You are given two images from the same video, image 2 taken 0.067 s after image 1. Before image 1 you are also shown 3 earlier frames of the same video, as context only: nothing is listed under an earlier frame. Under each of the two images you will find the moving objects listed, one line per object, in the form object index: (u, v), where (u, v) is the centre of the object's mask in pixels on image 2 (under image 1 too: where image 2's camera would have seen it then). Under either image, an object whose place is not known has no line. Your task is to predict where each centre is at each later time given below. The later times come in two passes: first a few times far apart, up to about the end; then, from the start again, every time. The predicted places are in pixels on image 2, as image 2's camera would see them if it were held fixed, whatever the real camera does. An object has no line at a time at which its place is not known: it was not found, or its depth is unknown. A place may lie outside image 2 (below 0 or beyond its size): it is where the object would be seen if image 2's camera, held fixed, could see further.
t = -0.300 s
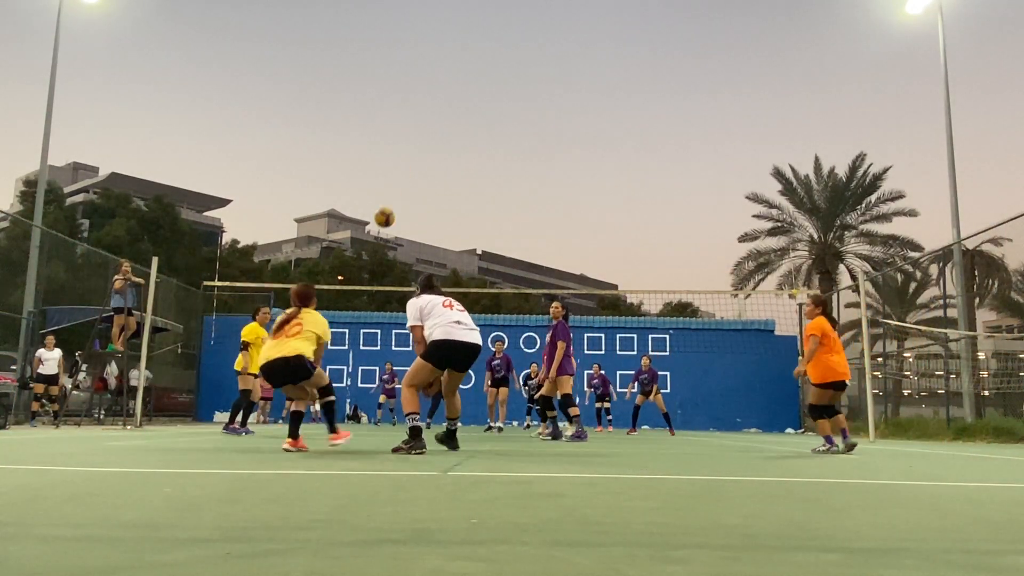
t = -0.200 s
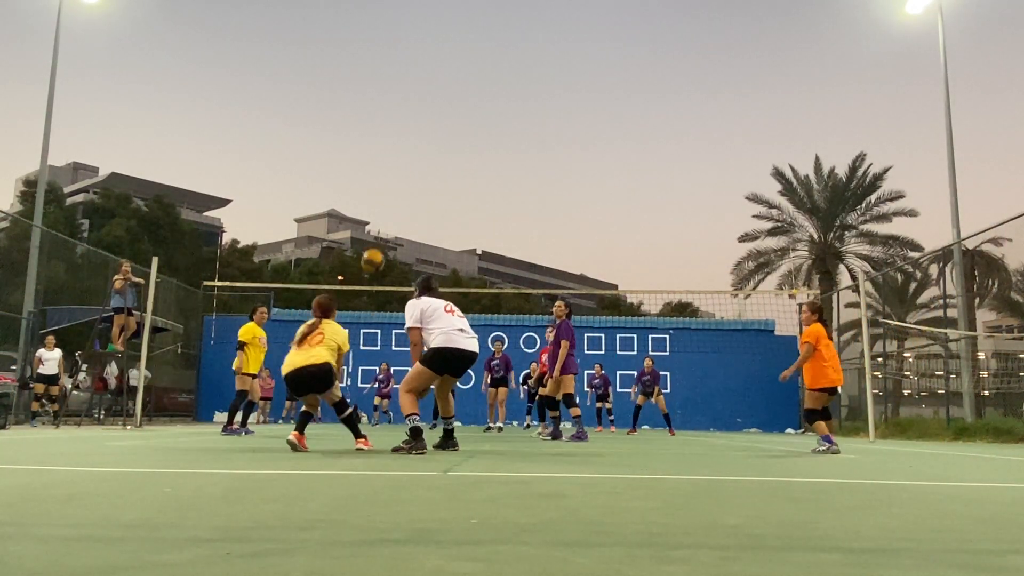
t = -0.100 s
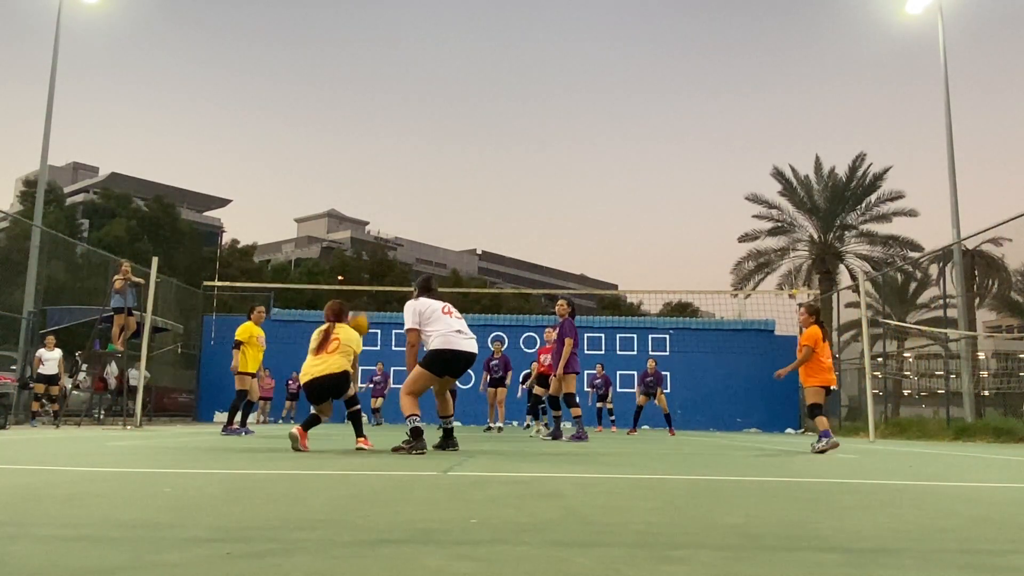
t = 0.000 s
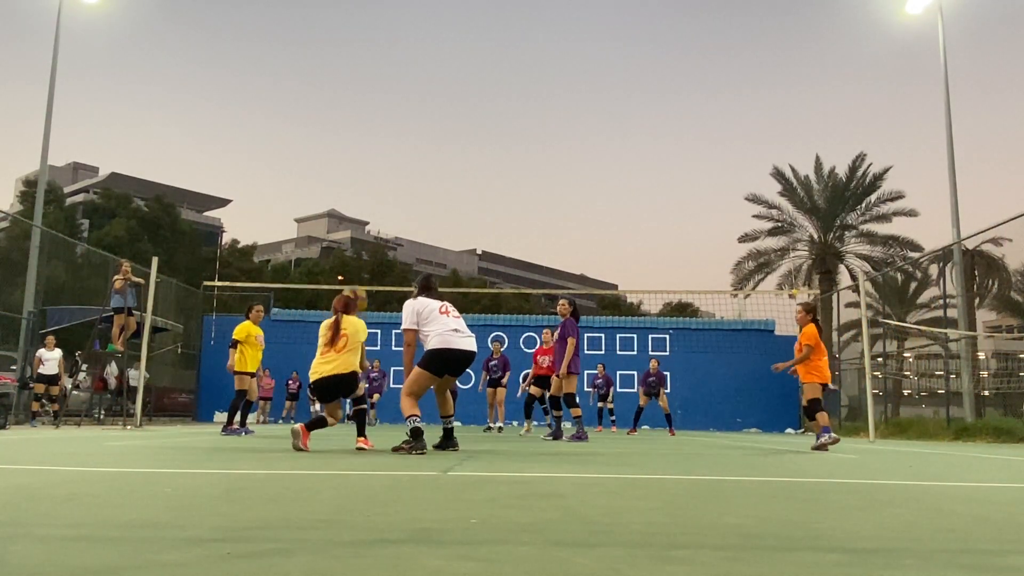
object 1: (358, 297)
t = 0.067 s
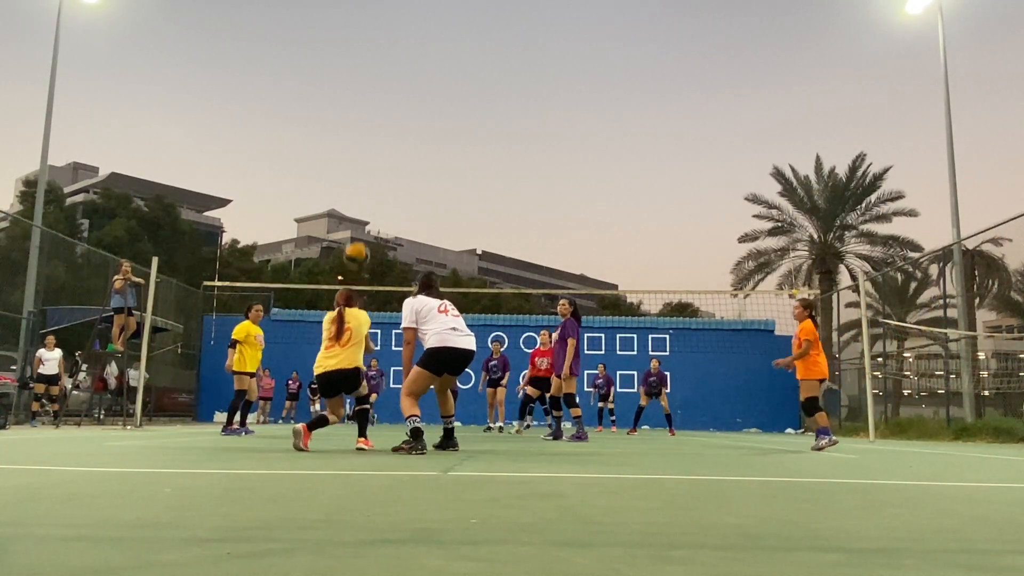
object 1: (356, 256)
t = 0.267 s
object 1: (361, 160)
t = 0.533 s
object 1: (360, 108)
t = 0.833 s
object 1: (356, 138)
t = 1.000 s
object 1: (352, 191)
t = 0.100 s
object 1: (356, 235)
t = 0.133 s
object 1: (358, 217)
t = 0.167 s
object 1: (359, 200)
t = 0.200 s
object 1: (360, 185)
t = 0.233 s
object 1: (360, 172)
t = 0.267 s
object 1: (361, 160)
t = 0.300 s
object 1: (361, 149)
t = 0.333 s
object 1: (361, 139)
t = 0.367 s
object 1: (361, 131)
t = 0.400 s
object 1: (361, 124)
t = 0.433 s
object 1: (361, 118)
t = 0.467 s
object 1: (361, 114)
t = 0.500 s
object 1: (360, 110)
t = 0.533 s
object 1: (360, 108)
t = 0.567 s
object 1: (360, 107)
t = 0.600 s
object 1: (360, 107)
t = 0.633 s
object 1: (360, 108)
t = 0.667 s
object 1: (359, 111)
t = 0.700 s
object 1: (359, 114)
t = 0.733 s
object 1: (358, 118)
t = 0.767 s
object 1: (358, 124)
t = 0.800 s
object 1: (357, 130)
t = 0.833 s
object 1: (356, 138)
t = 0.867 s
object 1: (356, 146)
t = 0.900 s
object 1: (355, 156)
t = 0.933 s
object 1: (354, 167)
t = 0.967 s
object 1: (353, 178)
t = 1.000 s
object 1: (352, 191)
